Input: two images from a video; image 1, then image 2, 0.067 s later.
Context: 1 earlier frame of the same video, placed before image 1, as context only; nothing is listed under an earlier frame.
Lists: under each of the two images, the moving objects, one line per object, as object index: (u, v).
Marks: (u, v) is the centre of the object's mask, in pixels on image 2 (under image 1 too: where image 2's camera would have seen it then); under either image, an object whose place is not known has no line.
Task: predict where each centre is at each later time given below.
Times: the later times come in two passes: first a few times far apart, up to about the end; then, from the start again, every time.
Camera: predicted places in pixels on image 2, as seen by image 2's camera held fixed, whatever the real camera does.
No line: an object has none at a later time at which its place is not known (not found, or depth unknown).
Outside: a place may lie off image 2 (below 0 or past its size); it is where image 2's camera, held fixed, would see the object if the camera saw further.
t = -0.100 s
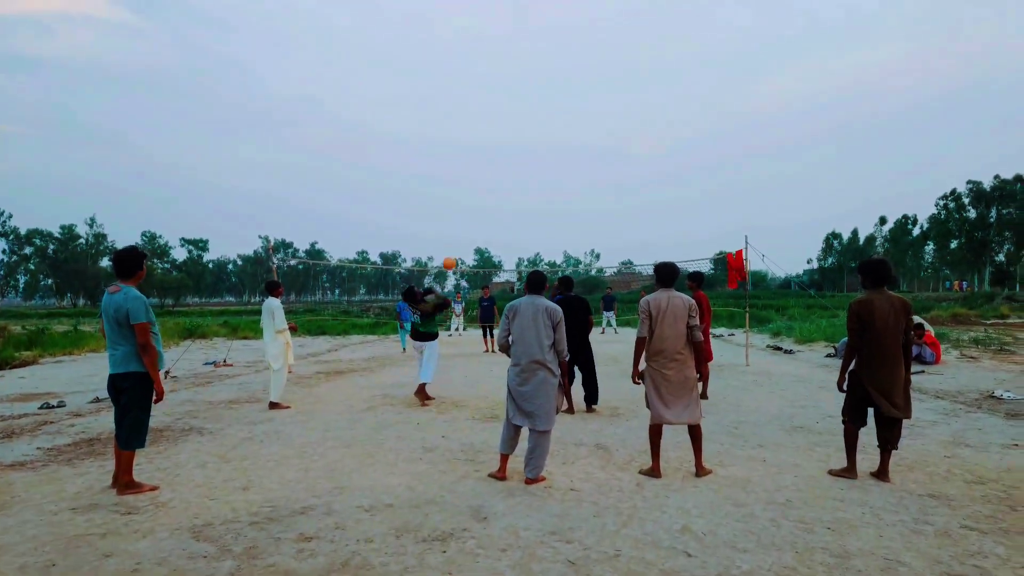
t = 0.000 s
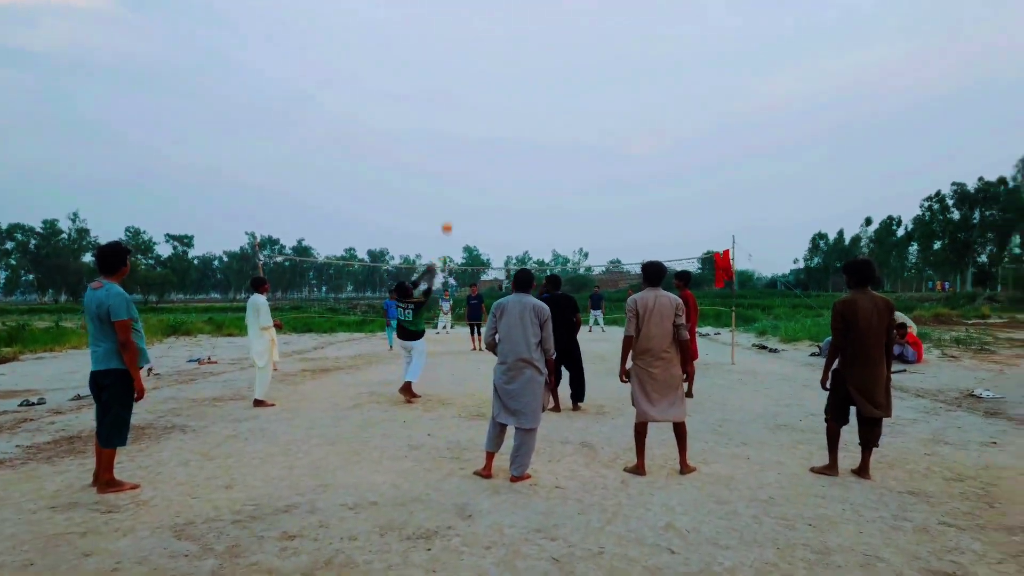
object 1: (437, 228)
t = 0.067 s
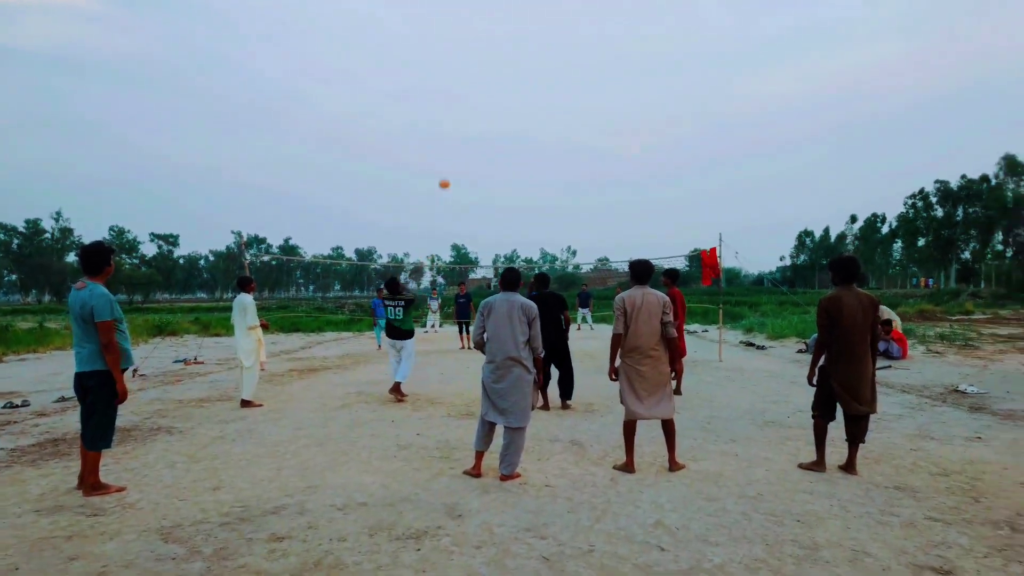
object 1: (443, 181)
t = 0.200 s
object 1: (451, 121)
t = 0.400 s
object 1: (450, 70)
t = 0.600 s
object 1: (463, 47)
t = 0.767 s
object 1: (465, 41)
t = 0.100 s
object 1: (447, 164)
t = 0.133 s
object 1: (450, 148)
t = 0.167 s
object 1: (451, 134)
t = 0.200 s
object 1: (451, 121)
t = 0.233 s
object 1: (451, 110)
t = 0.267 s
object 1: (450, 100)
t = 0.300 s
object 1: (449, 91)
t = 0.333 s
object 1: (448, 83)
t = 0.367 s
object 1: (448, 76)
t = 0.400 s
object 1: (450, 70)
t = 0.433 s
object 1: (453, 64)
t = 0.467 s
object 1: (458, 58)
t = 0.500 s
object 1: (461, 53)
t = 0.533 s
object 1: (462, 51)
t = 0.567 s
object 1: (462, 49)
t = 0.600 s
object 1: (463, 47)
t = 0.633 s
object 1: (464, 44)
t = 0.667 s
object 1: (465, 41)
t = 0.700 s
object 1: (465, 41)
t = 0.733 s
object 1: (465, 41)
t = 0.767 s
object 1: (465, 41)
